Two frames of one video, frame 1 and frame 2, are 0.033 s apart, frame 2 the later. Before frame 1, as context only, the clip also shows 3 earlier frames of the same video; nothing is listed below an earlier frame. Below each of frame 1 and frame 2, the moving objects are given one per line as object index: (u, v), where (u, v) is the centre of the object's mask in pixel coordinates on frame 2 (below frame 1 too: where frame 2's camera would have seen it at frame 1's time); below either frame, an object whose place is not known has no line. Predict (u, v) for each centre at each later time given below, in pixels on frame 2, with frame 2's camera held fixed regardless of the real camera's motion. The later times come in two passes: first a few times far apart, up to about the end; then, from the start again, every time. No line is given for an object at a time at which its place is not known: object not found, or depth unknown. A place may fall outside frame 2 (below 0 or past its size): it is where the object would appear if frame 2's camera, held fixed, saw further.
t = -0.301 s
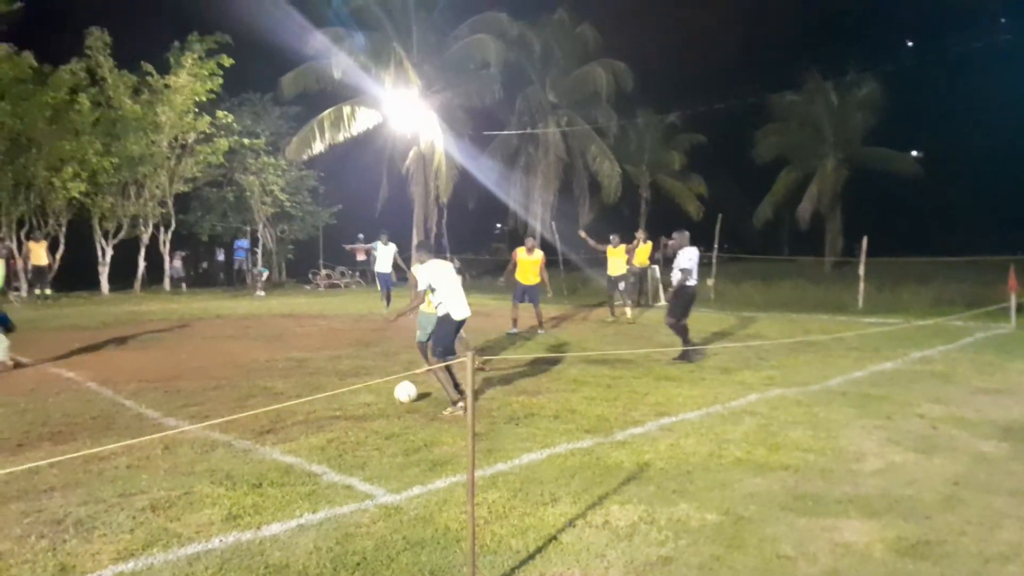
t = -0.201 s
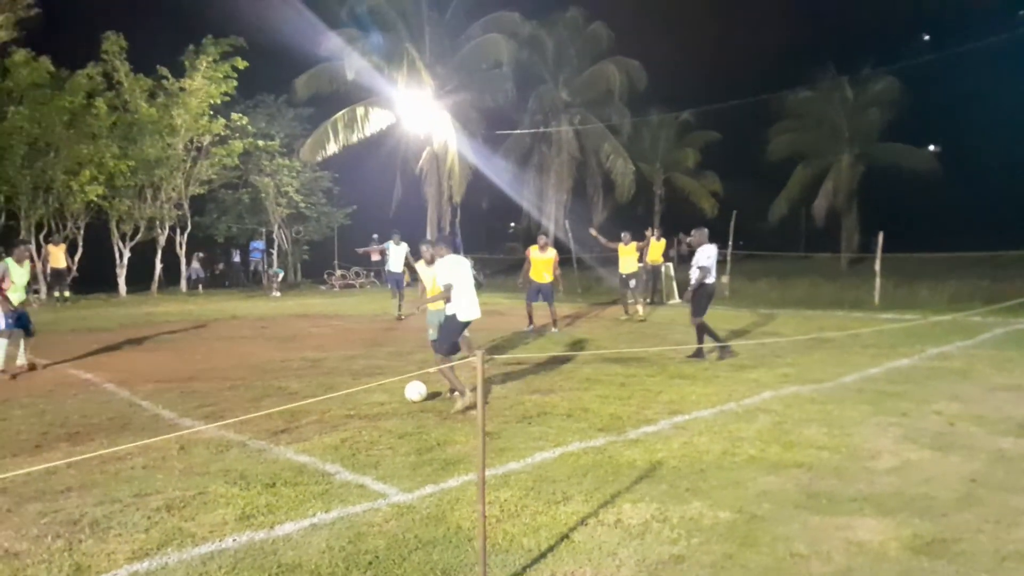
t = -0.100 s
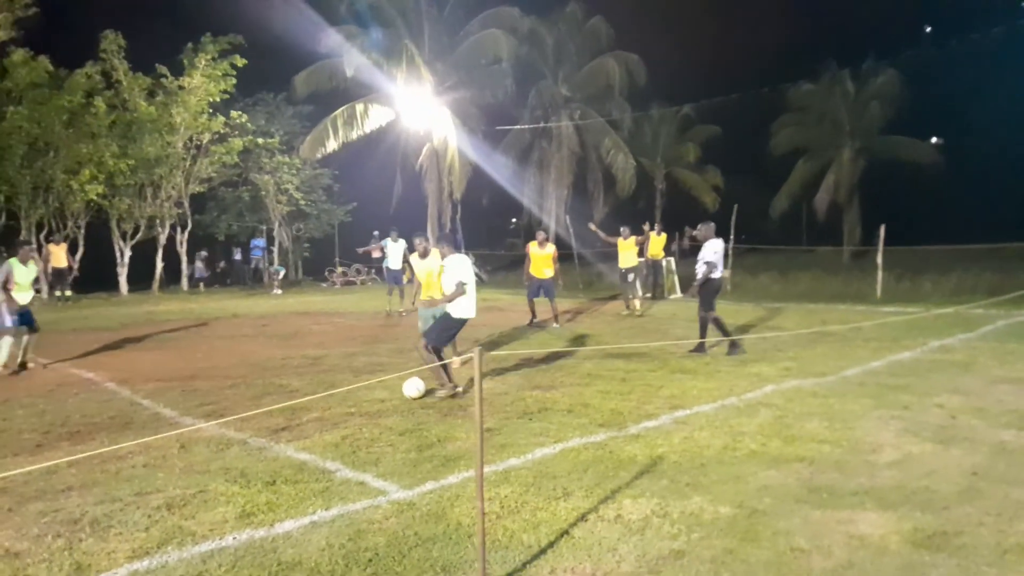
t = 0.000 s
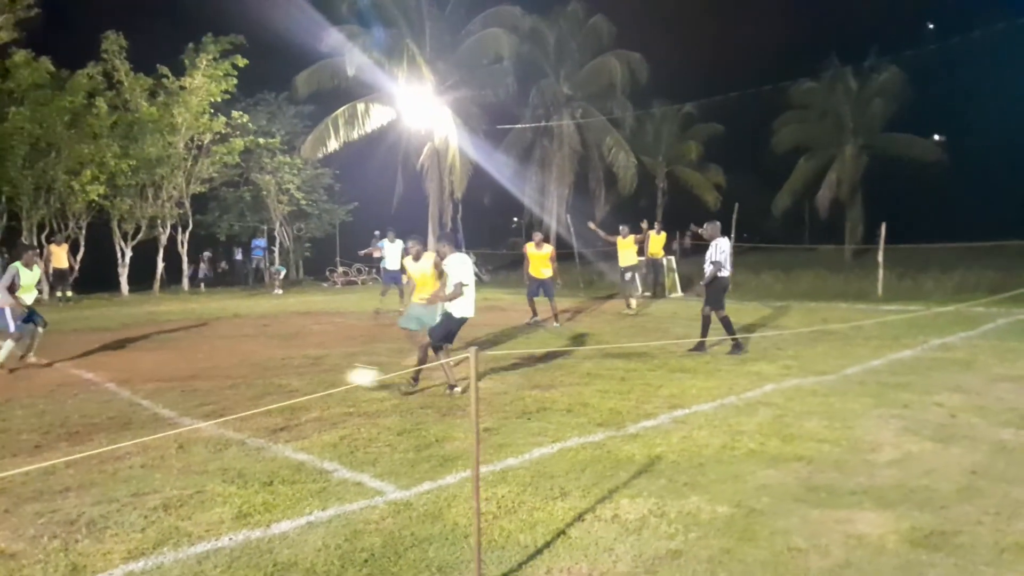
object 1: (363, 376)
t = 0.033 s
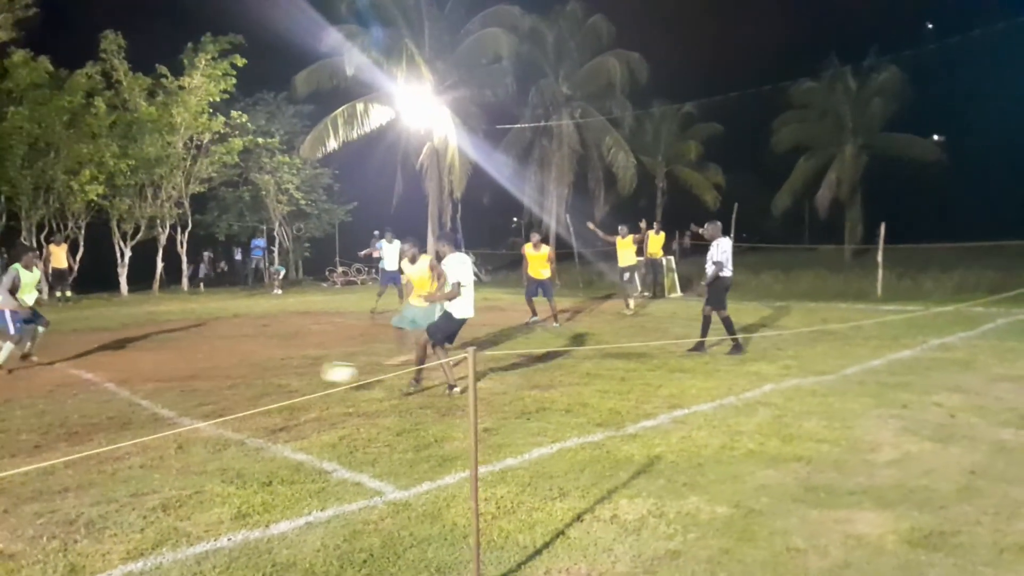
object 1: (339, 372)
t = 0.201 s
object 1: (235, 369)
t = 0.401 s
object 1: (147, 358)
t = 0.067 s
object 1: (317, 370)
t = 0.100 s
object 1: (296, 368)
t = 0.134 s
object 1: (275, 368)
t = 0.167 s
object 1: (253, 368)
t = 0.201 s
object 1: (235, 369)
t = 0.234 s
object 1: (216, 372)
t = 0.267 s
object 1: (199, 375)
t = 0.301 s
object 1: (185, 374)
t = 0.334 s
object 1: (172, 367)
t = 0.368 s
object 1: (159, 362)
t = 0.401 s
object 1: (147, 358)
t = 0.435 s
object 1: (136, 354)
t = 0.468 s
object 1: (124, 351)
